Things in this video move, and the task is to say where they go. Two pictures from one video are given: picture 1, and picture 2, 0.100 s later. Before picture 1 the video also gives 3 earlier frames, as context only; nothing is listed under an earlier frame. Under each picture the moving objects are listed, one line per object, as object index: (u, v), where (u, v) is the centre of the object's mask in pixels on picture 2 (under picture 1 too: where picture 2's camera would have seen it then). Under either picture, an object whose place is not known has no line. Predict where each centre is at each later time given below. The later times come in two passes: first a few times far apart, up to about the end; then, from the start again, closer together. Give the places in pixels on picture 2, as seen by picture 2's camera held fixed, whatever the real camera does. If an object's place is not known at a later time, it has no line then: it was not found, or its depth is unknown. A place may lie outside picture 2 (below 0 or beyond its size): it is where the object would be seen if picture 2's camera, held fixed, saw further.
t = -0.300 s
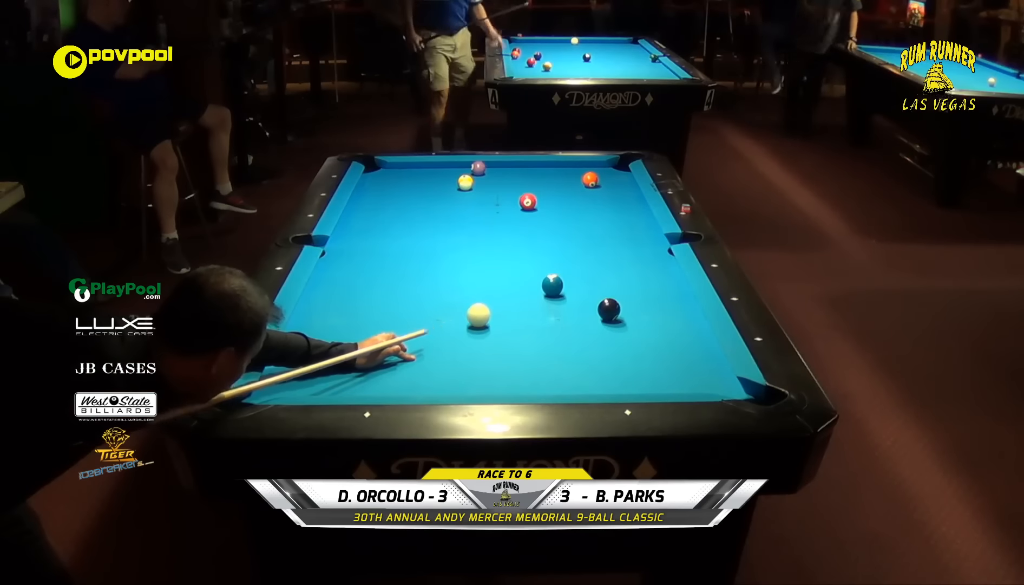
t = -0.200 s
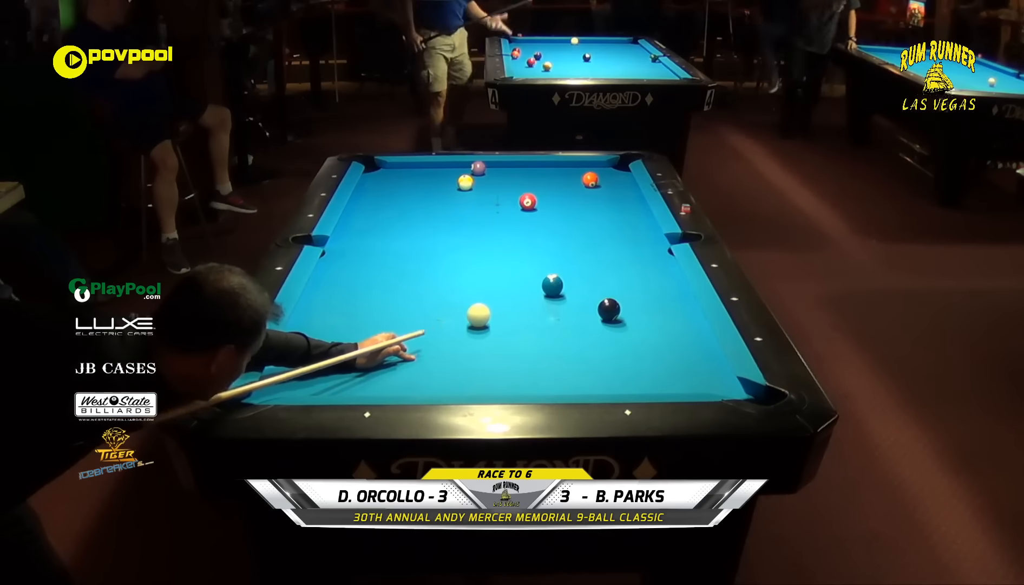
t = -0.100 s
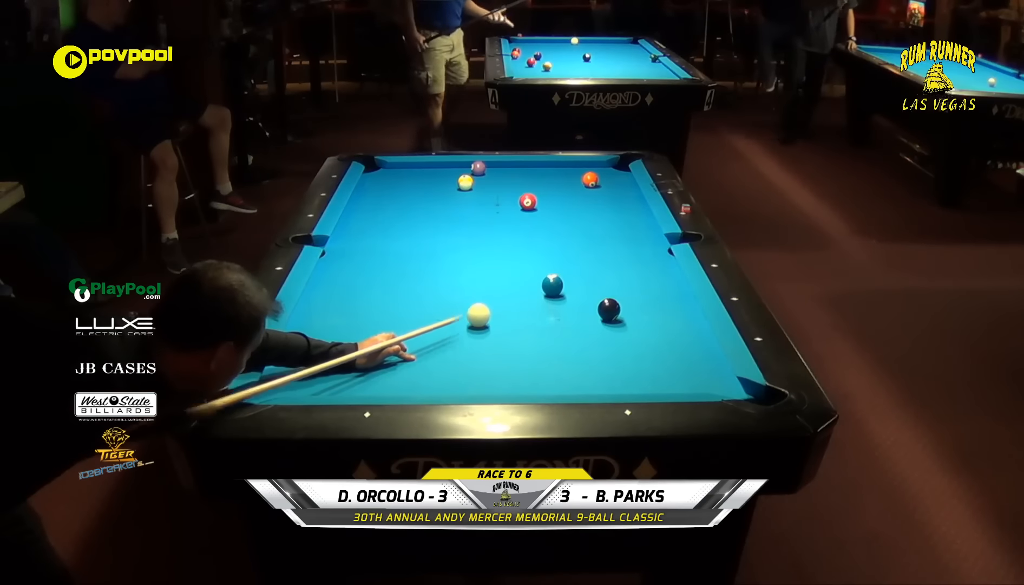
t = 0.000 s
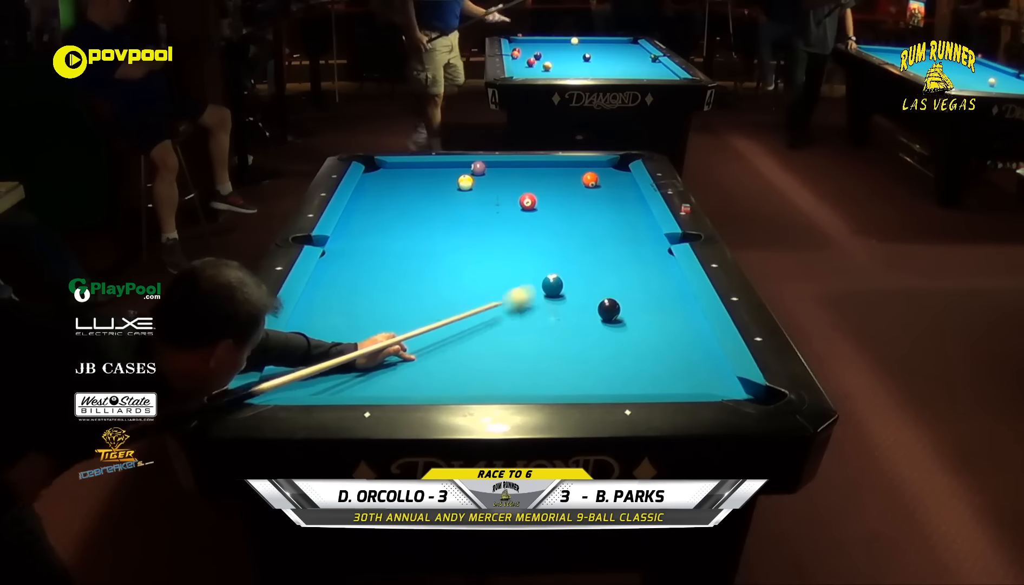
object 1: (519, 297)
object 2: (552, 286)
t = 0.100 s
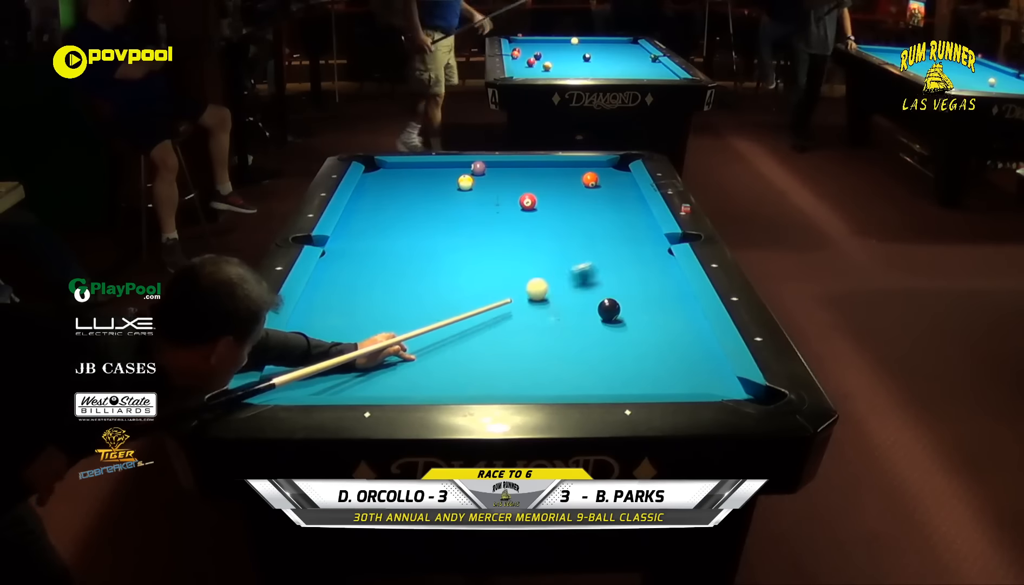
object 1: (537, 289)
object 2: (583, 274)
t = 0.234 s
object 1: (544, 283)
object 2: (635, 257)
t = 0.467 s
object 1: (565, 270)
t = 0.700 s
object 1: (585, 258)
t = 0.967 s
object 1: (606, 246)
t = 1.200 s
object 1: (621, 237)
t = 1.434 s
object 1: (636, 228)
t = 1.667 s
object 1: (647, 221)
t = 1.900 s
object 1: (637, 215)
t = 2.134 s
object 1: (626, 210)
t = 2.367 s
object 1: (619, 206)
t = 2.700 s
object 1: (609, 199)
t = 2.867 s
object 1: (606, 198)
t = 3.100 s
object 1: (600, 195)
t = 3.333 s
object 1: (596, 193)
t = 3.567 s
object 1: (592, 190)
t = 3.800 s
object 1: (589, 189)
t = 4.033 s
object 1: (587, 187)
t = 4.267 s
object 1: (585, 186)
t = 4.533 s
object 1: (584, 185)
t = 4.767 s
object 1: (583, 185)
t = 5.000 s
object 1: (583, 185)
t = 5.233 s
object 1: (583, 185)
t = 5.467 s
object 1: (583, 185)
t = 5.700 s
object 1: (583, 185)
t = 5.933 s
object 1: (583, 185)
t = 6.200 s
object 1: (583, 185)
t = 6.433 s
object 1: (583, 185)
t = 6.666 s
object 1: (583, 185)
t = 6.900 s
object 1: (583, 185)
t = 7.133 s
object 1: (583, 185)
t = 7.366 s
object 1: (583, 185)
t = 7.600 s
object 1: (583, 185)
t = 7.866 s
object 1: (583, 185)
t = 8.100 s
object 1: (583, 185)
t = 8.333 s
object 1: (583, 185)
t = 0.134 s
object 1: (537, 288)
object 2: (598, 269)
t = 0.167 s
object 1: (539, 286)
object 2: (611, 265)
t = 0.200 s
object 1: (541, 285)
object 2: (623, 261)
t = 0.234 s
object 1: (544, 283)
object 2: (635, 257)
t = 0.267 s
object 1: (547, 281)
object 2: (645, 252)
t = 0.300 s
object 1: (550, 279)
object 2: (656, 250)
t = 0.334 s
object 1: (553, 277)
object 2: (664, 244)
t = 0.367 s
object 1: (556, 275)
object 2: (672, 240)
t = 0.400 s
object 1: (560, 274)
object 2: (678, 239)
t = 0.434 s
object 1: (562, 272)
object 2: (682, 241)
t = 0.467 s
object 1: (565, 270)
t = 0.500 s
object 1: (568, 268)
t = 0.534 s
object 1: (571, 266)
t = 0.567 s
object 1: (574, 264)
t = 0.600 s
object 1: (577, 263)
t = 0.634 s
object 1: (580, 261)
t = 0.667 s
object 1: (583, 260)
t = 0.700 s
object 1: (585, 258)
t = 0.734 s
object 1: (588, 256)
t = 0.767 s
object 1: (591, 255)
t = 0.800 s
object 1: (593, 253)
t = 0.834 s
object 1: (596, 252)
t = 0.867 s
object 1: (598, 250)
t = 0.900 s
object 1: (601, 249)
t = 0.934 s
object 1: (603, 247)
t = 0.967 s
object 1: (606, 246)
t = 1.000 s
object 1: (608, 244)
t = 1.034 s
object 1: (610, 243)
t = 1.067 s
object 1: (613, 242)
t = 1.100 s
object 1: (615, 240)
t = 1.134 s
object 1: (617, 239)
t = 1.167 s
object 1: (619, 238)
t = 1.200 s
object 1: (621, 237)
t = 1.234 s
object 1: (623, 235)
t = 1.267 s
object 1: (625, 234)
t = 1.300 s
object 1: (628, 233)
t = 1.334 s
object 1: (630, 232)
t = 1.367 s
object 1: (632, 231)
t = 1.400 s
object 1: (634, 229)
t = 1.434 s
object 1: (636, 228)
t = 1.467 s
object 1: (638, 227)
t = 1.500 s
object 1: (639, 226)
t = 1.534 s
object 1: (641, 225)
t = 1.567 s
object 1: (643, 224)
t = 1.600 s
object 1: (645, 223)
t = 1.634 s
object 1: (647, 222)
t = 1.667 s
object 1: (647, 221)
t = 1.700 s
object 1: (645, 220)
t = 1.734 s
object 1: (644, 219)
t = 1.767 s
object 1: (642, 218)
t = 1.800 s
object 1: (641, 217)
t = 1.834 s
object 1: (640, 217)
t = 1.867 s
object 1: (638, 216)
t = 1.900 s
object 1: (637, 215)
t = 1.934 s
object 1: (635, 214)
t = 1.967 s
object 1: (634, 214)
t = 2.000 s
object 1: (633, 213)
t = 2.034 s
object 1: (632, 212)
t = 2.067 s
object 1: (630, 211)
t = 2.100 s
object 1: (629, 211)
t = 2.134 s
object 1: (626, 210)
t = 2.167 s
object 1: (626, 209)
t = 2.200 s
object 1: (625, 209)
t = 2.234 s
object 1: (624, 208)
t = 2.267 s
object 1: (623, 208)
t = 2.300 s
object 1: (622, 207)
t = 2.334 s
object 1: (621, 206)
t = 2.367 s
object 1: (619, 206)
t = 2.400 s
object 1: (618, 205)
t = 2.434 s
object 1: (618, 205)
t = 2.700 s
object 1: (609, 199)
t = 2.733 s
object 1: (609, 200)
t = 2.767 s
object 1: (608, 199)
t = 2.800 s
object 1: (607, 199)
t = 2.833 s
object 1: (606, 198)
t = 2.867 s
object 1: (606, 198)
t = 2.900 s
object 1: (605, 197)
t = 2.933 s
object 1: (604, 197)
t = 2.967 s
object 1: (603, 196)
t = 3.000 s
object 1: (603, 196)
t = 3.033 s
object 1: (602, 196)
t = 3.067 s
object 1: (601, 195)
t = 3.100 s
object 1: (600, 195)
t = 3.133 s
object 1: (600, 194)
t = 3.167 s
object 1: (599, 194)
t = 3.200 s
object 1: (598, 194)
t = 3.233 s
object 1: (598, 194)
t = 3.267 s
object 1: (597, 193)
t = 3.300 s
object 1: (597, 193)
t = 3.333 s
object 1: (596, 193)
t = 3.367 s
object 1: (595, 192)
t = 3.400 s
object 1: (595, 192)
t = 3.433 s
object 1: (594, 191)
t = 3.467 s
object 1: (594, 191)
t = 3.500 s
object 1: (593, 191)
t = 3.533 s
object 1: (593, 190)
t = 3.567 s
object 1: (592, 190)
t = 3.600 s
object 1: (592, 190)
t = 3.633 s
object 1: (591, 190)
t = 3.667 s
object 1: (591, 189)
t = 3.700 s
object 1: (591, 189)
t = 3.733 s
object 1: (590, 189)
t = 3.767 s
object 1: (590, 189)
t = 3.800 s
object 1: (589, 189)
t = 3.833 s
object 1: (589, 188)
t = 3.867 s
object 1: (589, 188)
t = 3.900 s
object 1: (588, 188)
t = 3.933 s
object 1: (588, 188)
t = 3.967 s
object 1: (588, 188)
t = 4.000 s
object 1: (587, 187)
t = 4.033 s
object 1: (587, 187)
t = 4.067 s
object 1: (587, 187)
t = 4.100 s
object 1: (587, 187)
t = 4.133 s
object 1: (586, 187)
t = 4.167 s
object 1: (586, 186)
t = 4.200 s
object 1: (586, 186)
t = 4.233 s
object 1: (585, 186)
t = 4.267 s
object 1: (585, 186)
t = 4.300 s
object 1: (585, 186)
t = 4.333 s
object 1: (585, 186)
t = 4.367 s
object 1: (584, 186)
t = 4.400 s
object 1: (584, 185)
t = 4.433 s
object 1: (584, 185)
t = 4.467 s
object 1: (584, 185)
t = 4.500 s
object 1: (584, 185)
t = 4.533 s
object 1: (584, 185)
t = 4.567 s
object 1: (584, 185)
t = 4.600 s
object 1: (583, 185)
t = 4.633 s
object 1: (583, 185)
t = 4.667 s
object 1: (583, 185)
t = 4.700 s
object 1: (583, 185)
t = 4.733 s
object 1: (583, 185)
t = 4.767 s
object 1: (583, 185)
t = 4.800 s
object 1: (583, 185)
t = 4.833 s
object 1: (583, 185)
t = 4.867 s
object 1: (583, 185)
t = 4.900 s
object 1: (583, 185)
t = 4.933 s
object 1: (583, 185)
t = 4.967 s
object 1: (583, 185)
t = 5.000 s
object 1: (583, 185)
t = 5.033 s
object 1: (583, 185)
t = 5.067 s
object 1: (583, 185)
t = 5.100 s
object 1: (583, 185)
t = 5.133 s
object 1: (583, 185)
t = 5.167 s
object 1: (583, 185)
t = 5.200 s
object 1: (583, 185)
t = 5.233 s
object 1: (583, 185)
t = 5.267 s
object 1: (583, 185)
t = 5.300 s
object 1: (583, 185)
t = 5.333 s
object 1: (583, 185)
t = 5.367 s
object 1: (583, 185)
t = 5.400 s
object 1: (583, 185)
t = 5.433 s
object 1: (583, 185)
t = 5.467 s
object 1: (583, 185)
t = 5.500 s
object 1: (583, 185)
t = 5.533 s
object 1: (583, 185)
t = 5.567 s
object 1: (583, 185)
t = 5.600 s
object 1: (583, 185)
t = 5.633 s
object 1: (583, 185)
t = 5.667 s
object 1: (583, 185)
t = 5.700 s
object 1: (583, 185)
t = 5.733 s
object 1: (583, 185)
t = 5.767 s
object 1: (583, 185)
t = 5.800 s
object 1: (583, 185)
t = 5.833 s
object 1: (583, 185)
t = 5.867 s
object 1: (583, 185)
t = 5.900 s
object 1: (583, 185)
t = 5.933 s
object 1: (583, 185)
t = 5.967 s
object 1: (583, 185)
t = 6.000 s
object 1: (583, 185)
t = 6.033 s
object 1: (583, 185)
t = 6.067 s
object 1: (583, 185)
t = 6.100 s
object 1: (583, 185)
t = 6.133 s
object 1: (583, 185)
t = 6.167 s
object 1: (583, 185)
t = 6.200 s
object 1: (583, 185)
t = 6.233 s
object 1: (583, 185)
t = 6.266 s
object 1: (583, 185)
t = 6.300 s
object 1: (583, 185)
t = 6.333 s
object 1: (583, 185)
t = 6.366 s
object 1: (583, 185)
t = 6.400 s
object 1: (583, 185)
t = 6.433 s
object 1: (583, 185)
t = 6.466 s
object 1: (583, 185)
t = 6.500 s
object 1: (583, 185)
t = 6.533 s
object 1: (583, 185)
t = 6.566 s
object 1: (583, 185)
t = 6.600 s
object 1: (583, 185)
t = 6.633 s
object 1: (583, 185)
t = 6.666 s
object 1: (583, 185)
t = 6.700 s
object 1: (583, 185)
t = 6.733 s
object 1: (583, 185)
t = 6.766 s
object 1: (583, 185)
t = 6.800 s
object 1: (583, 185)
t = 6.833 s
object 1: (583, 185)
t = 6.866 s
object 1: (583, 185)
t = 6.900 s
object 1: (583, 185)
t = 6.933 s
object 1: (583, 185)
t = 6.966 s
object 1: (583, 185)
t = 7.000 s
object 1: (583, 185)
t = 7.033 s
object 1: (583, 185)
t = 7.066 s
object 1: (583, 185)
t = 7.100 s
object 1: (583, 185)
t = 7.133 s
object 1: (583, 185)
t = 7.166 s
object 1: (583, 185)
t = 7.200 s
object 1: (583, 185)
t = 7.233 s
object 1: (583, 185)
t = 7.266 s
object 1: (583, 185)
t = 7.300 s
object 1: (583, 185)
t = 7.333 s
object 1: (583, 185)
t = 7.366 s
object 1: (583, 185)
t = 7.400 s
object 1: (583, 185)
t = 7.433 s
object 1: (583, 185)
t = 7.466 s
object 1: (583, 185)
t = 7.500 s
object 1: (583, 185)
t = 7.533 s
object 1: (583, 185)
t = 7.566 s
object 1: (583, 185)
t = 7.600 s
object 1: (583, 185)
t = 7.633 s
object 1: (583, 185)
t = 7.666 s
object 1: (583, 185)
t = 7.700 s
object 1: (583, 185)
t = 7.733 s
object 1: (583, 185)
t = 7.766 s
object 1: (583, 185)
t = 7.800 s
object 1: (583, 185)
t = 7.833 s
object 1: (583, 185)
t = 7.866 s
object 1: (583, 185)
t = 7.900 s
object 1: (583, 185)
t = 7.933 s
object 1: (583, 185)
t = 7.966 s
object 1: (583, 185)
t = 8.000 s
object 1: (583, 185)
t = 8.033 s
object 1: (583, 185)
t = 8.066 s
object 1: (583, 185)
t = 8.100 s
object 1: (583, 185)
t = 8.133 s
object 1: (583, 185)
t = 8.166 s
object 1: (583, 185)
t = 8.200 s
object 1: (583, 185)
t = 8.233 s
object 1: (583, 185)
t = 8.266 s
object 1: (583, 185)
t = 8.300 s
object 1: (583, 185)
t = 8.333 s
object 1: (583, 185)
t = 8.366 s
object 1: (583, 185)
